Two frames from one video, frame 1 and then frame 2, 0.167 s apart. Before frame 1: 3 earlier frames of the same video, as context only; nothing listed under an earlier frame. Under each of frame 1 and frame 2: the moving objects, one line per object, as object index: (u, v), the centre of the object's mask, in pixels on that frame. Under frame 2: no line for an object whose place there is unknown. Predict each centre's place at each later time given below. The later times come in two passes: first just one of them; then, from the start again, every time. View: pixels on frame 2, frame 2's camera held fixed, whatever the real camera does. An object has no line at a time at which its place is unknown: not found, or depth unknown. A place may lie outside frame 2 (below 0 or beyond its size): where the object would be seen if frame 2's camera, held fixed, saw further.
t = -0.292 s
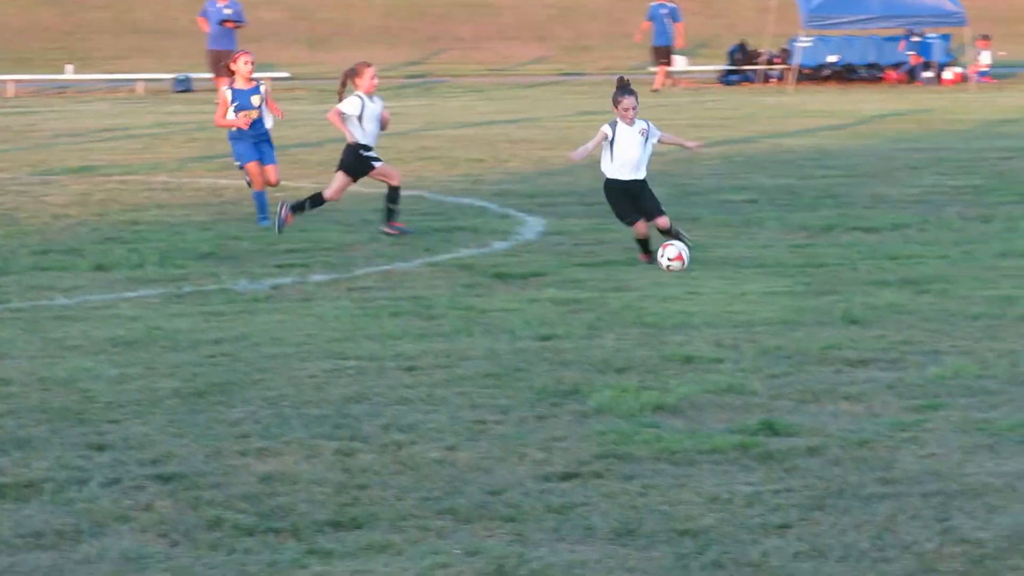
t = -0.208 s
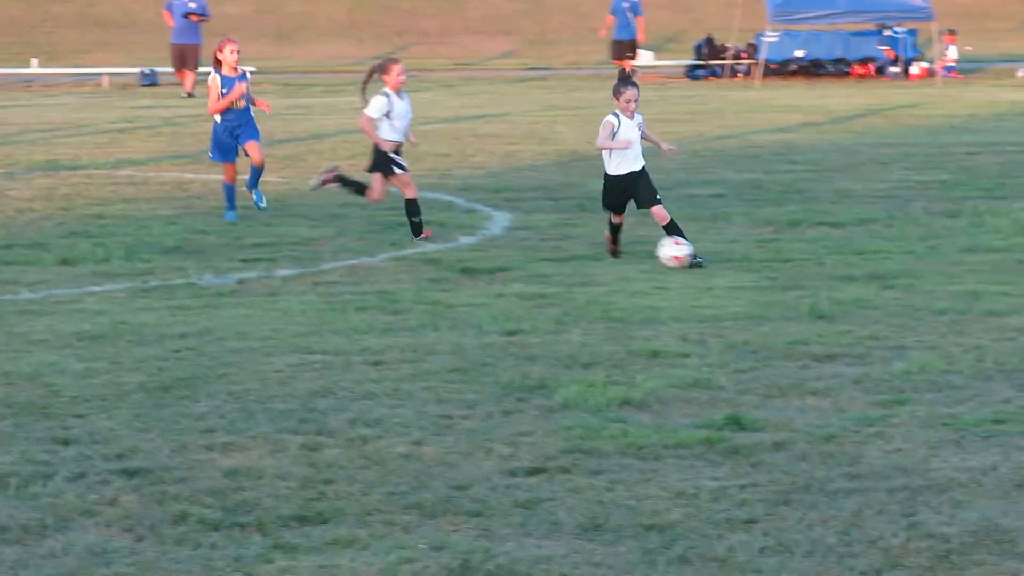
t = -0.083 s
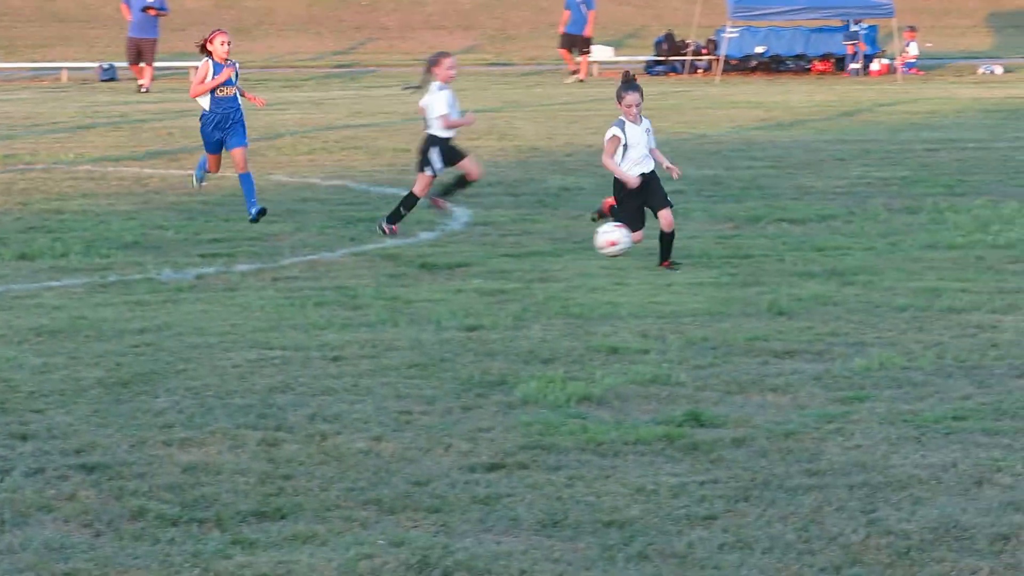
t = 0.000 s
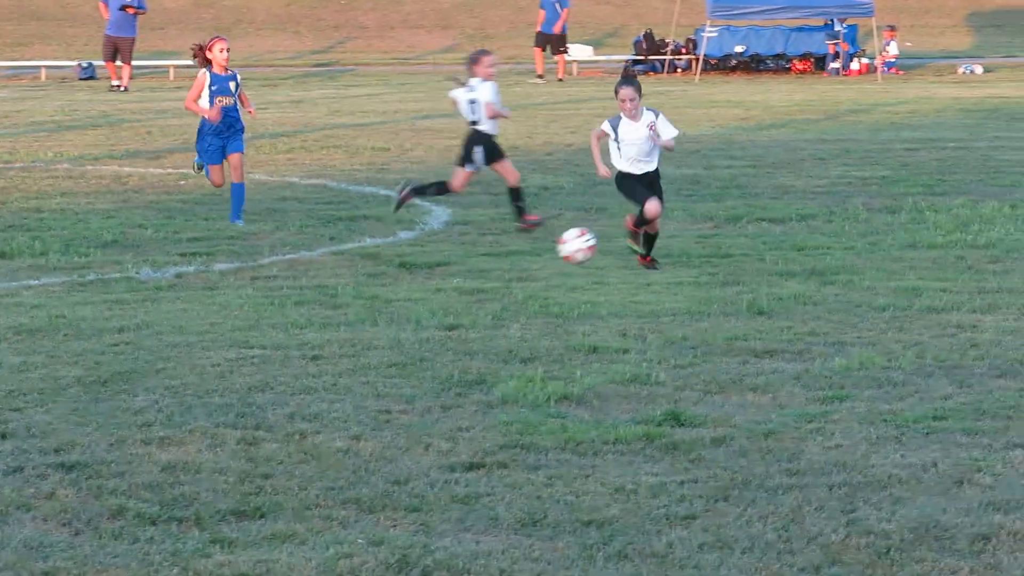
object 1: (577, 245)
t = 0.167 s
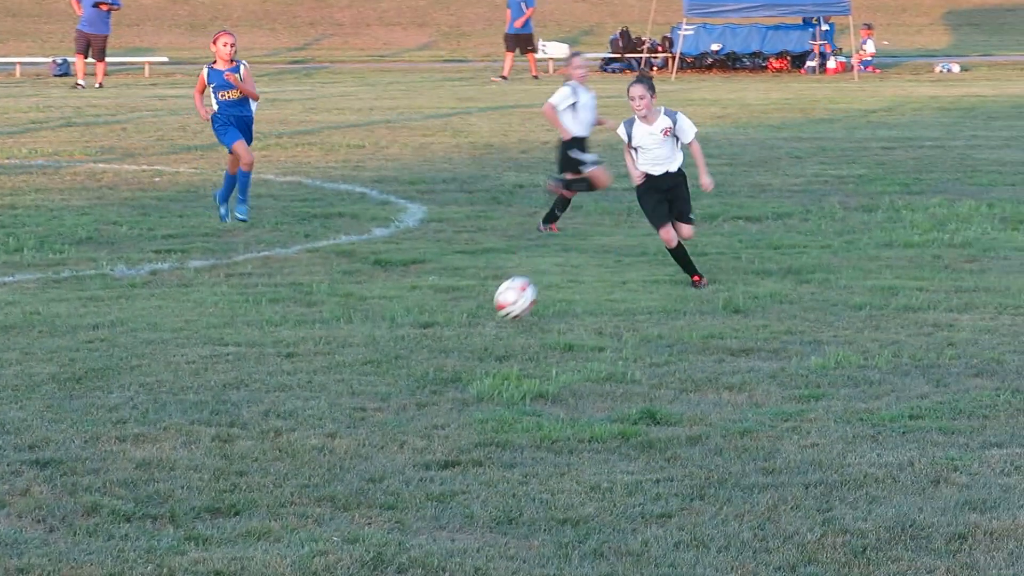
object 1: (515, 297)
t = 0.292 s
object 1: (491, 333)
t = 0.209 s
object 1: (504, 320)
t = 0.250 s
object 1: (496, 333)
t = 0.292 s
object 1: (491, 333)
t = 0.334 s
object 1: (485, 335)
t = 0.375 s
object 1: (479, 339)
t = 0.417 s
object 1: (474, 349)
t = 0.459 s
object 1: (468, 362)
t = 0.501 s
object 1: (461, 379)
